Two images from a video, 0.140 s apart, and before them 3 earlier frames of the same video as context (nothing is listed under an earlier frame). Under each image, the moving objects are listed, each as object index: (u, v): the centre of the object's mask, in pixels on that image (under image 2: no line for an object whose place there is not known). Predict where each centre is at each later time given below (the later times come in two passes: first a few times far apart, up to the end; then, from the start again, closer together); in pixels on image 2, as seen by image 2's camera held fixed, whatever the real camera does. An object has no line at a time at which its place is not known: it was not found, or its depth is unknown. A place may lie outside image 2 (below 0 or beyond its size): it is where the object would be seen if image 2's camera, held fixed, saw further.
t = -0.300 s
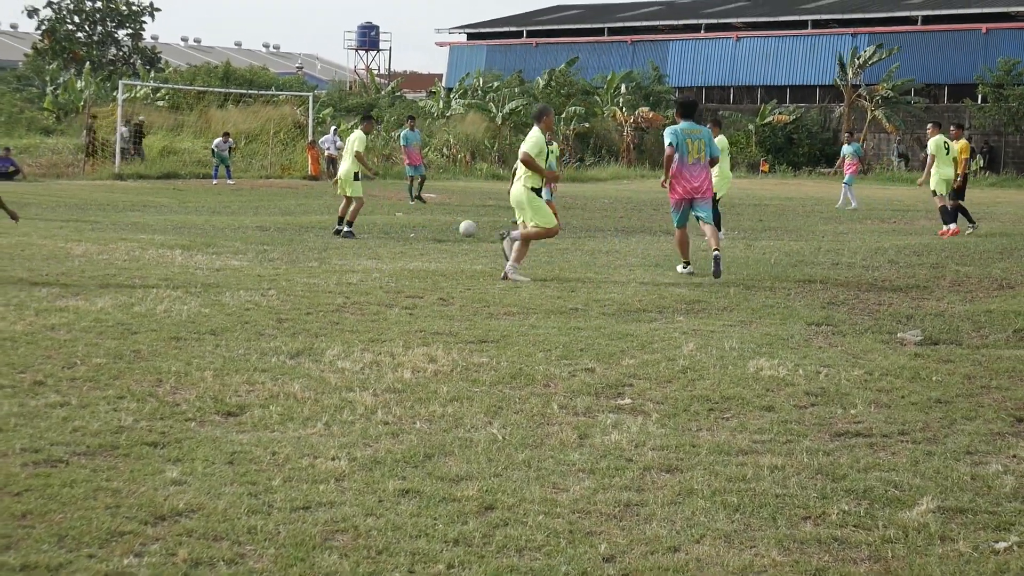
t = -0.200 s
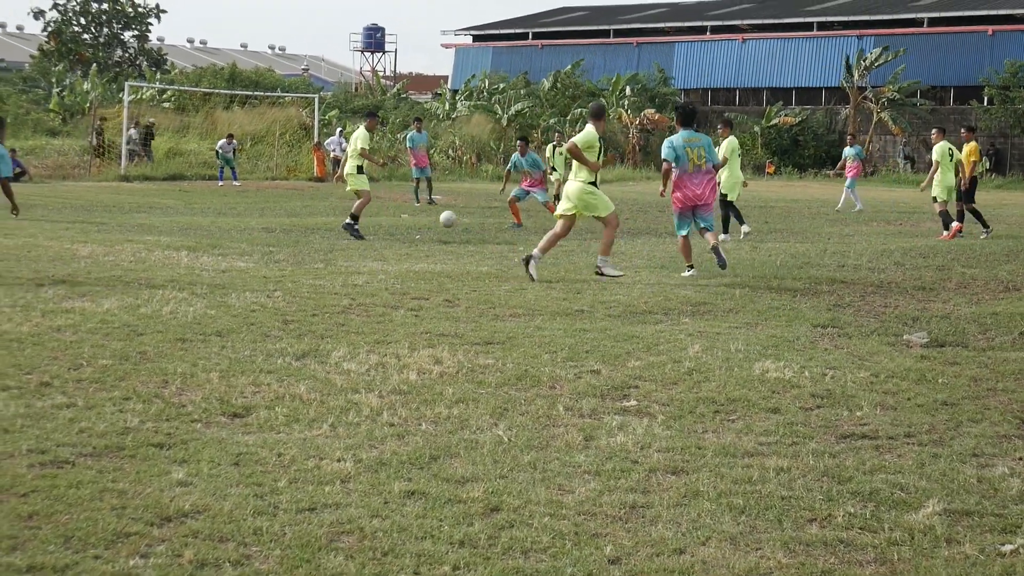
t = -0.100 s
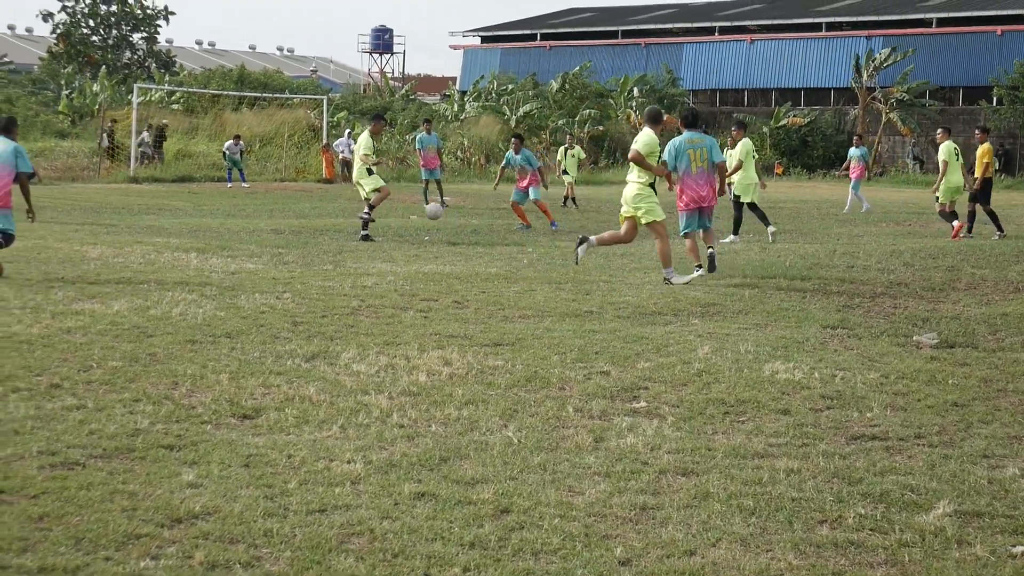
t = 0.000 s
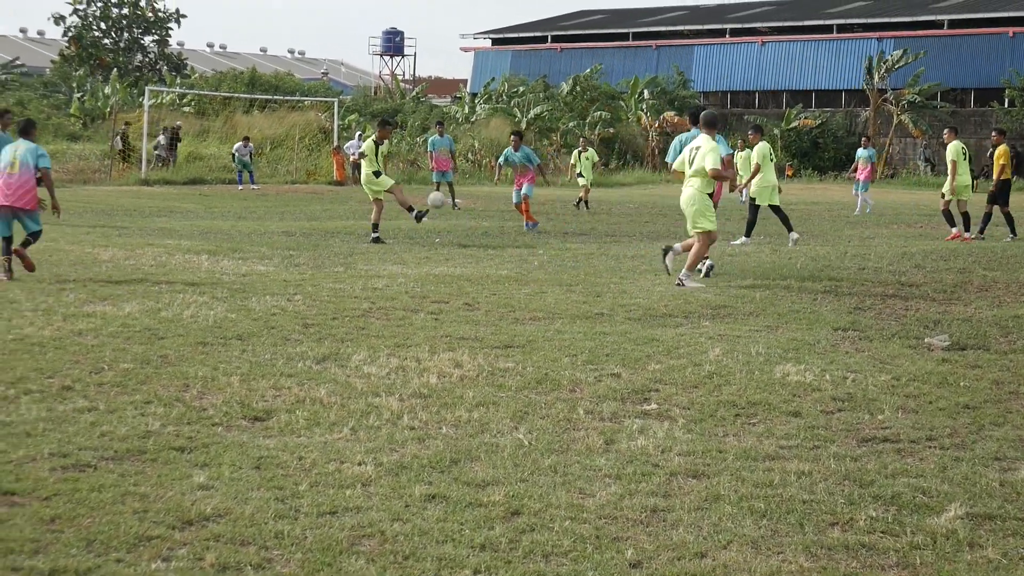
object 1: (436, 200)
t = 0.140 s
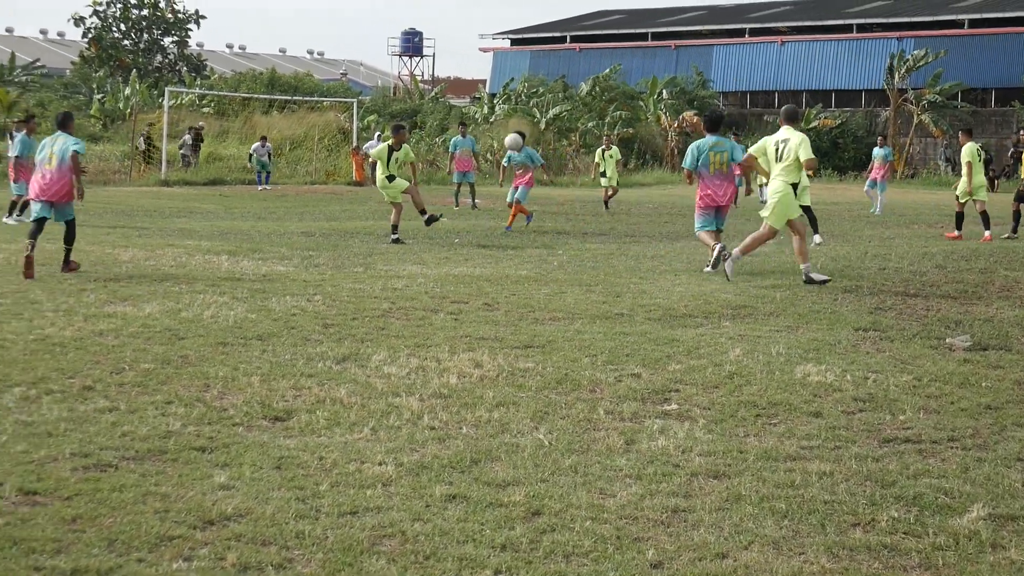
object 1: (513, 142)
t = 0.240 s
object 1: (556, 109)
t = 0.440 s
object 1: (641, 66)
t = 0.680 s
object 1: (744, 55)
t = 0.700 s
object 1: (753, 56)
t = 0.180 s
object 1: (531, 128)
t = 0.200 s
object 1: (539, 121)
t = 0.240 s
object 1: (556, 109)
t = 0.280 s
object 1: (573, 98)
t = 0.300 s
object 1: (581, 93)
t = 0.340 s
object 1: (599, 84)
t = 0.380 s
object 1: (616, 76)
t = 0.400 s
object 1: (624, 71)
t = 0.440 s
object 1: (641, 66)
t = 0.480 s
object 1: (659, 61)
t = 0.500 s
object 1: (667, 59)
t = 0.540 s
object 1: (684, 56)
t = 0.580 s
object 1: (702, 54)
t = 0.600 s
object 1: (710, 54)
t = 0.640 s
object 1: (728, 54)
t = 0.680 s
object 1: (744, 55)
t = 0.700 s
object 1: (753, 56)
